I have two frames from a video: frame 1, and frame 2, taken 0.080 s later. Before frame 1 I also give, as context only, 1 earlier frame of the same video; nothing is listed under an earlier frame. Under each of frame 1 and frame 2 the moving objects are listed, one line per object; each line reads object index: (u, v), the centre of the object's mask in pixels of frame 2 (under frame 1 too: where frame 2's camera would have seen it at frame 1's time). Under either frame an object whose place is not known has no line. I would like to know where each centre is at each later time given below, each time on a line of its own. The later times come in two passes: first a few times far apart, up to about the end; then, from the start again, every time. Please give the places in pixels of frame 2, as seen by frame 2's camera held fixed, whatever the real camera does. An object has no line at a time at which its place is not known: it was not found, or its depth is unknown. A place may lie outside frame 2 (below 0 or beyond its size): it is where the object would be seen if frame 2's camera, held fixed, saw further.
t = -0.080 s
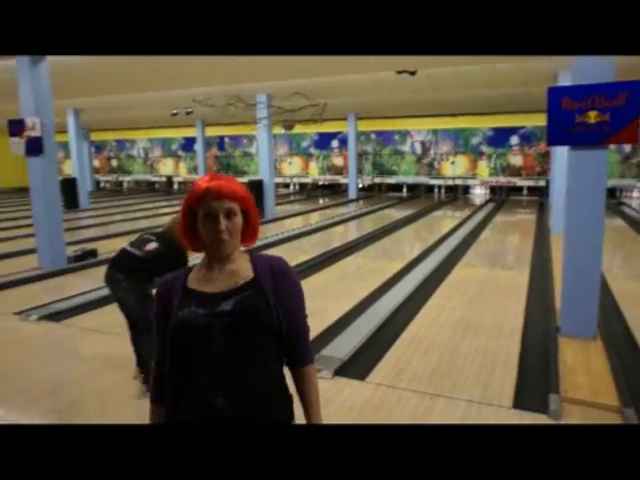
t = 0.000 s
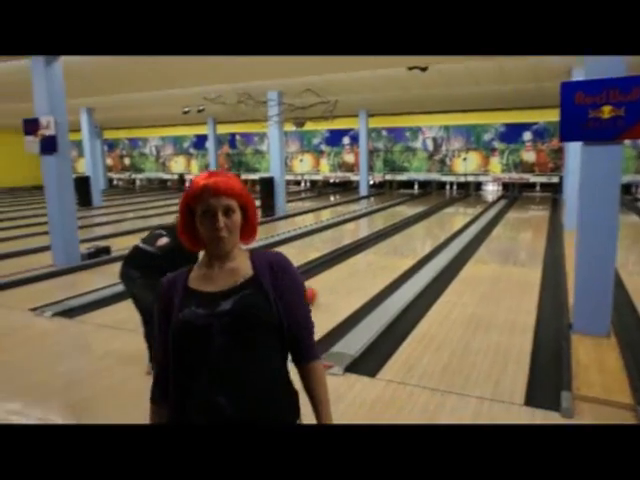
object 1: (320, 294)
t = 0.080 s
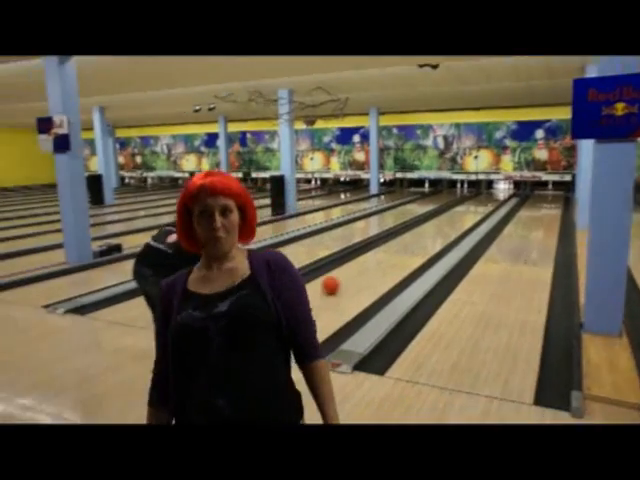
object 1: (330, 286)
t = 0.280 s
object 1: (358, 270)
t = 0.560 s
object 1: (388, 252)
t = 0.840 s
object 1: (408, 239)
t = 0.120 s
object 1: (337, 283)
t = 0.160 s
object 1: (342, 283)
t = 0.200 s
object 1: (347, 278)
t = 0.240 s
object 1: (353, 273)
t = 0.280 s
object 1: (358, 270)
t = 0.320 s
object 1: (363, 266)
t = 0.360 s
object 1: (368, 264)
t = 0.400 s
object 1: (373, 261)
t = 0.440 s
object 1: (377, 258)
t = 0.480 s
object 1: (381, 256)
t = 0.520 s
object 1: (384, 254)
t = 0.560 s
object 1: (388, 252)
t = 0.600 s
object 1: (391, 250)
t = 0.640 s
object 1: (394, 249)
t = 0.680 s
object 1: (397, 246)
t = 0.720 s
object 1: (400, 244)
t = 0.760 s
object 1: (403, 242)
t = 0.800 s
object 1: (405, 241)
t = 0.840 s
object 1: (408, 239)
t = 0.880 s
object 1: (410, 238)
